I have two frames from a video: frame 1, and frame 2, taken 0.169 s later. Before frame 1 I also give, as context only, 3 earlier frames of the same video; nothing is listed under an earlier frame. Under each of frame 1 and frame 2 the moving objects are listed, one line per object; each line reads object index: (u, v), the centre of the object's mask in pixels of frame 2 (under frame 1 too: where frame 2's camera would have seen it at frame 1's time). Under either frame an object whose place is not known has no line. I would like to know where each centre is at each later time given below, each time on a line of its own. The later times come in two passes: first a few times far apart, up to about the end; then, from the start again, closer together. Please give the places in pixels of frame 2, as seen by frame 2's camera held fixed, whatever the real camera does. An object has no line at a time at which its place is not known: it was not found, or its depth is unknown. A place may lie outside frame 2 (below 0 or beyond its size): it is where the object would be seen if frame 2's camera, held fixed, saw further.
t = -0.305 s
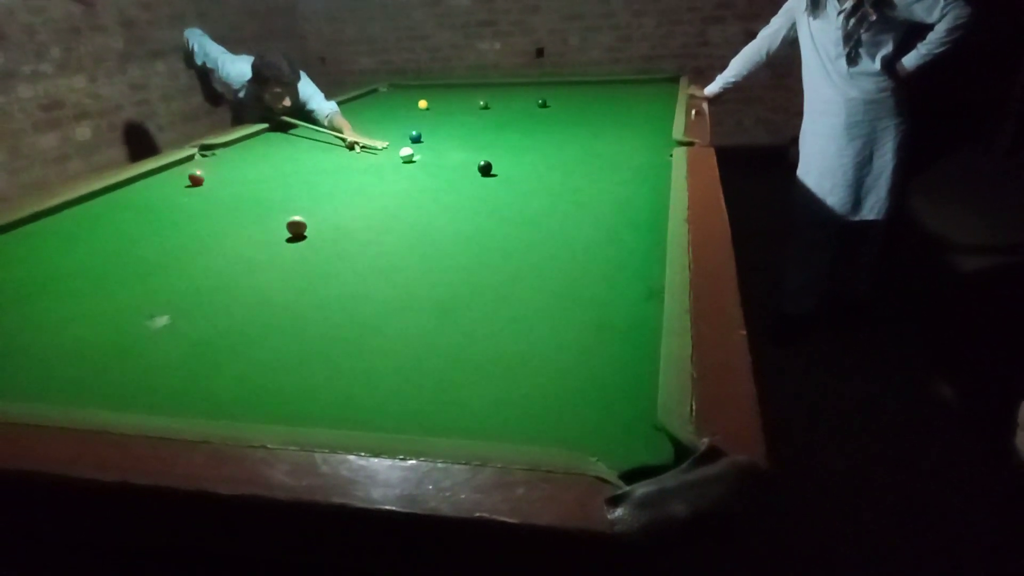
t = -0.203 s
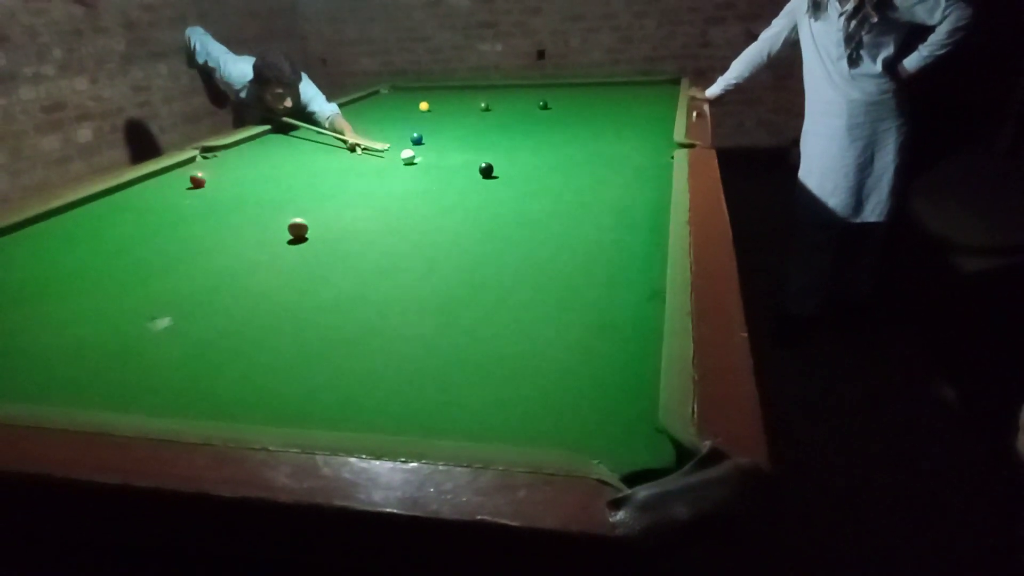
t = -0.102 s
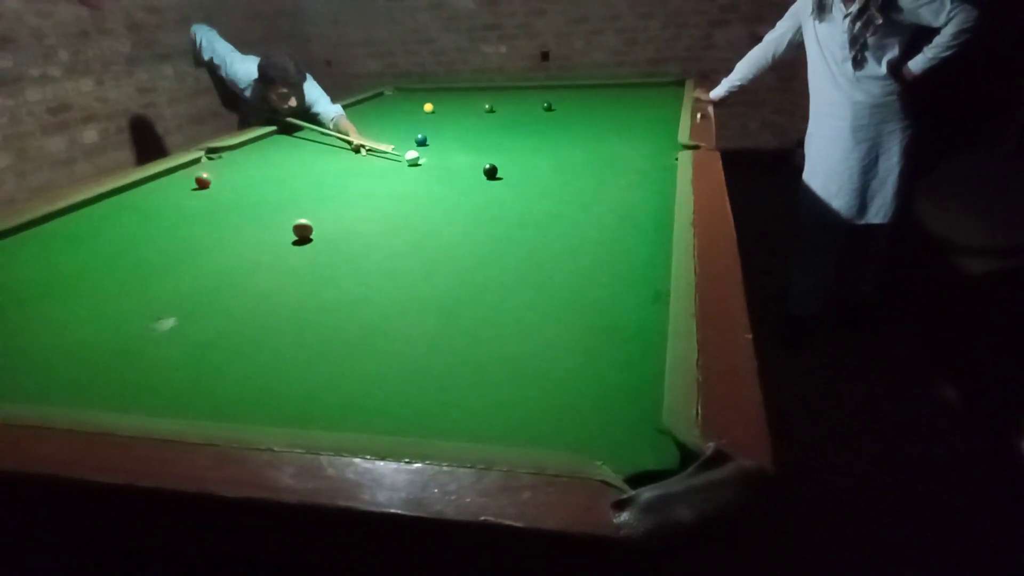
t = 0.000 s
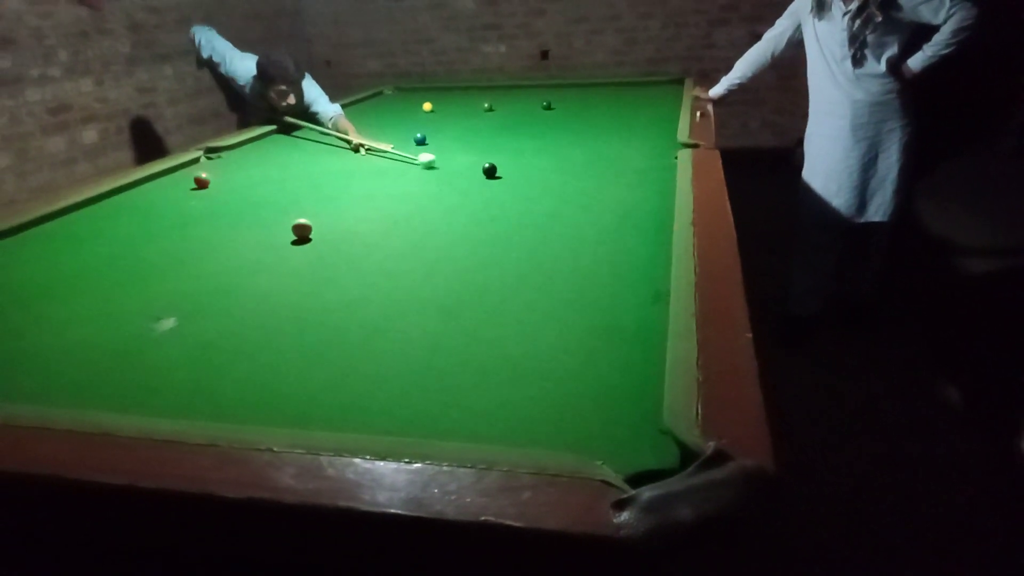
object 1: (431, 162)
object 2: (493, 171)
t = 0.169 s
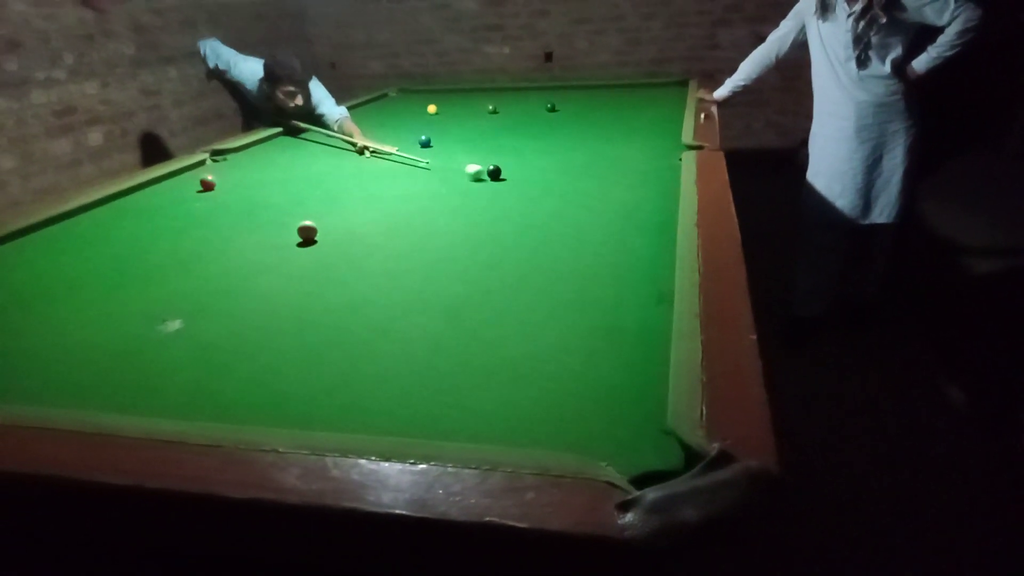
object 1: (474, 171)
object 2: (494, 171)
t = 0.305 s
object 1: (486, 179)
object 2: (510, 170)
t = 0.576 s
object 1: (509, 197)
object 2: (541, 168)
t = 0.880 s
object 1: (539, 219)
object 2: (573, 165)
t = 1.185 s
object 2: (603, 163)
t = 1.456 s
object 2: (626, 162)
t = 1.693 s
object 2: (644, 160)
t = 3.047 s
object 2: (660, 156)
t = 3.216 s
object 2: (661, 155)
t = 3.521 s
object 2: (661, 155)
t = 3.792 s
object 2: (661, 155)
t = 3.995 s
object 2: (661, 155)
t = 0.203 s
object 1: (479, 174)
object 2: (497, 171)
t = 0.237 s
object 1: (481, 175)
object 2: (502, 171)
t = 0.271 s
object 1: (483, 177)
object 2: (506, 170)
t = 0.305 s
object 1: (486, 179)
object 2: (510, 170)
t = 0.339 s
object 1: (488, 181)
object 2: (514, 170)
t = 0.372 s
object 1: (491, 183)
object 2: (518, 169)
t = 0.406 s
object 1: (494, 185)
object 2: (522, 169)
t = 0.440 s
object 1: (497, 188)
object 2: (526, 169)
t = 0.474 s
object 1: (500, 190)
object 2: (530, 169)
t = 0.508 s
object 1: (503, 192)
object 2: (534, 169)
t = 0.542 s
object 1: (505, 195)
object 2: (538, 168)
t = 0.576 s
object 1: (509, 197)
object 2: (541, 168)
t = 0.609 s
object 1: (512, 200)
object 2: (545, 168)
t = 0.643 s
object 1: (515, 202)
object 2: (549, 167)
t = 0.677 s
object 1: (518, 204)
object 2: (552, 167)
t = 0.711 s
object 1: (521, 207)
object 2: (556, 167)
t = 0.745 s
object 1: (525, 209)
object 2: (560, 166)
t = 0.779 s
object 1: (528, 212)
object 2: (563, 166)
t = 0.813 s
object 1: (532, 214)
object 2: (567, 166)
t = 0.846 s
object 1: (535, 217)
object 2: (570, 166)
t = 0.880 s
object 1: (539, 219)
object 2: (573, 165)
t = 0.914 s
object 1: (542, 222)
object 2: (577, 165)
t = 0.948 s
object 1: (546, 225)
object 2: (580, 165)
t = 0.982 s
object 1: (550, 228)
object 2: (584, 165)
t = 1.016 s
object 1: (554, 231)
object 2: (587, 165)
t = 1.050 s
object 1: (558, 234)
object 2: (590, 164)
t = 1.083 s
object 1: (562, 238)
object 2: (593, 164)
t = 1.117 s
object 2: (596, 164)
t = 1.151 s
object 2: (599, 164)
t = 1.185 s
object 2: (603, 163)
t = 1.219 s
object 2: (606, 163)
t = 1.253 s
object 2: (609, 163)
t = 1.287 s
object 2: (611, 163)
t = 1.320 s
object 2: (614, 162)
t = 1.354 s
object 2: (617, 162)
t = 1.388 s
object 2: (620, 162)
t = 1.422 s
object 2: (623, 162)
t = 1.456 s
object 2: (626, 162)
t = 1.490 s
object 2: (628, 162)
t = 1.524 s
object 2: (631, 161)
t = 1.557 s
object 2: (634, 161)
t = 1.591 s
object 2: (636, 161)
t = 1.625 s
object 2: (639, 161)
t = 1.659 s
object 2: (641, 160)
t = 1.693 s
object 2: (644, 160)
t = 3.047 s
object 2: (660, 156)
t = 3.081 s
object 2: (660, 156)
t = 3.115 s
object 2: (661, 156)
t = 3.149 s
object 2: (661, 155)
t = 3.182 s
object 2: (661, 155)
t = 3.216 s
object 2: (661, 155)
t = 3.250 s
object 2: (661, 155)
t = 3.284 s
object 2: (661, 155)
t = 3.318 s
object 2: (661, 155)
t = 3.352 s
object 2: (661, 155)
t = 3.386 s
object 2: (661, 156)
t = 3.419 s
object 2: (661, 155)
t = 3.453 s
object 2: (661, 155)
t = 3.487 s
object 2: (661, 155)
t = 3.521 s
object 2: (661, 155)
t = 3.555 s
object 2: (661, 155)
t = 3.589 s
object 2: (661, 155)
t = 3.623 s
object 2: (661, 156)
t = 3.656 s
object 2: (661, 155)
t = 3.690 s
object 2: (661, 155)
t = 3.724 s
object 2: (661, 156)
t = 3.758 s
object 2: (661, 156)
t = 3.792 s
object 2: (661, 155)
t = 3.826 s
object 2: (661, 155)
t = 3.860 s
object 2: (661, 155)
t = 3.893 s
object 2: (661, 155)
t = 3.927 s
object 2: (661, 155)
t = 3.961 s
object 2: (661, 155)
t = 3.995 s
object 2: (661, 155)
